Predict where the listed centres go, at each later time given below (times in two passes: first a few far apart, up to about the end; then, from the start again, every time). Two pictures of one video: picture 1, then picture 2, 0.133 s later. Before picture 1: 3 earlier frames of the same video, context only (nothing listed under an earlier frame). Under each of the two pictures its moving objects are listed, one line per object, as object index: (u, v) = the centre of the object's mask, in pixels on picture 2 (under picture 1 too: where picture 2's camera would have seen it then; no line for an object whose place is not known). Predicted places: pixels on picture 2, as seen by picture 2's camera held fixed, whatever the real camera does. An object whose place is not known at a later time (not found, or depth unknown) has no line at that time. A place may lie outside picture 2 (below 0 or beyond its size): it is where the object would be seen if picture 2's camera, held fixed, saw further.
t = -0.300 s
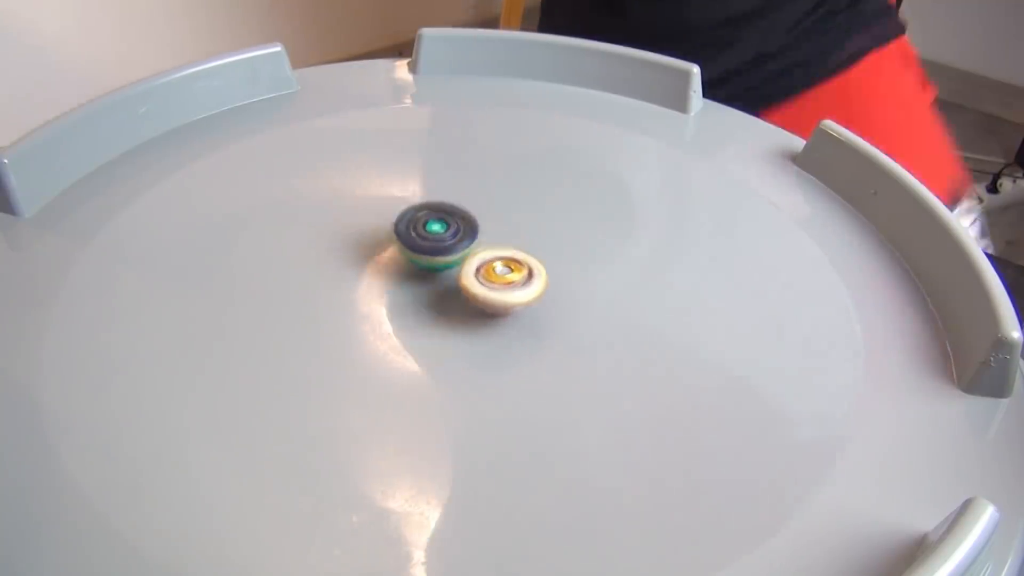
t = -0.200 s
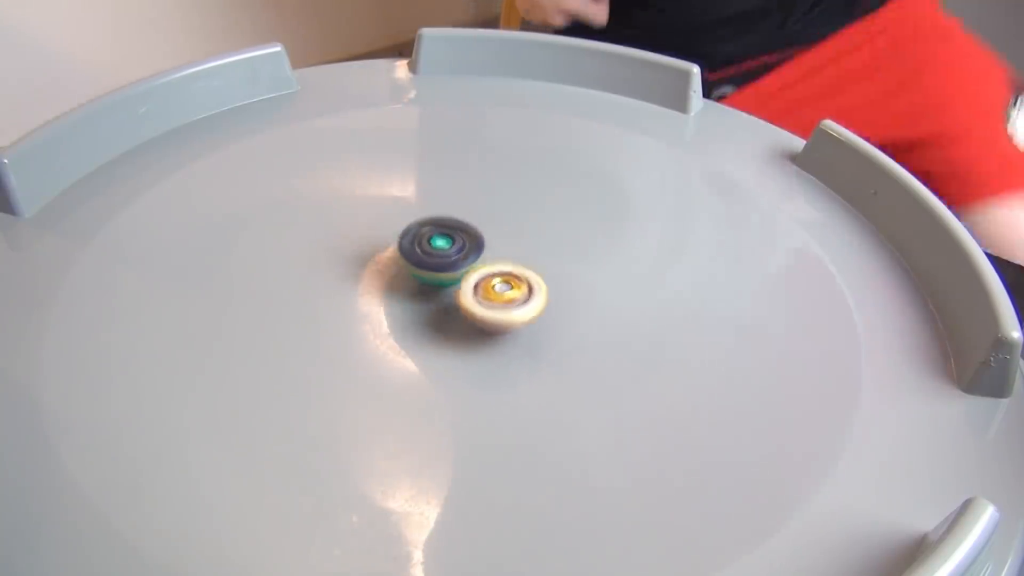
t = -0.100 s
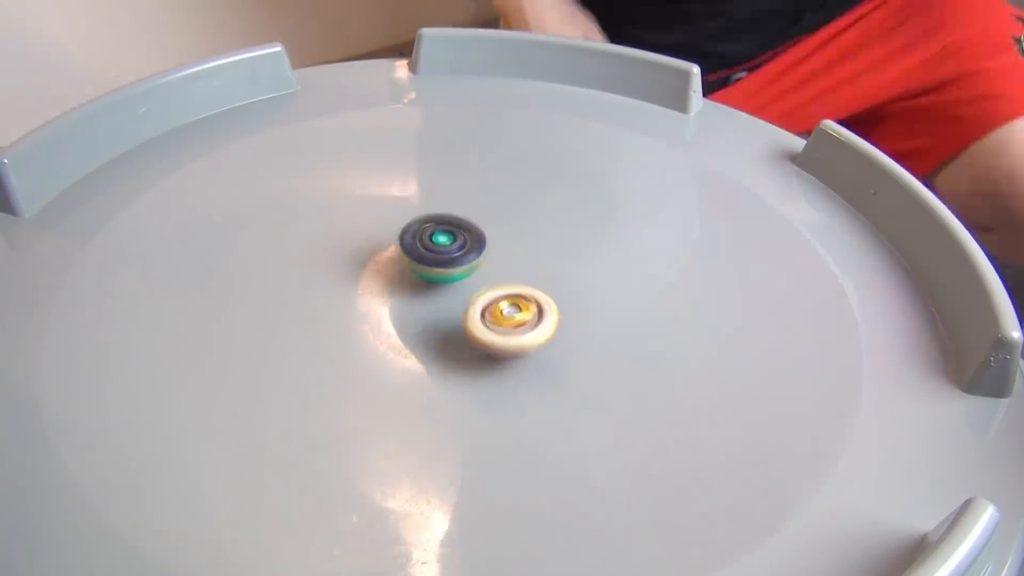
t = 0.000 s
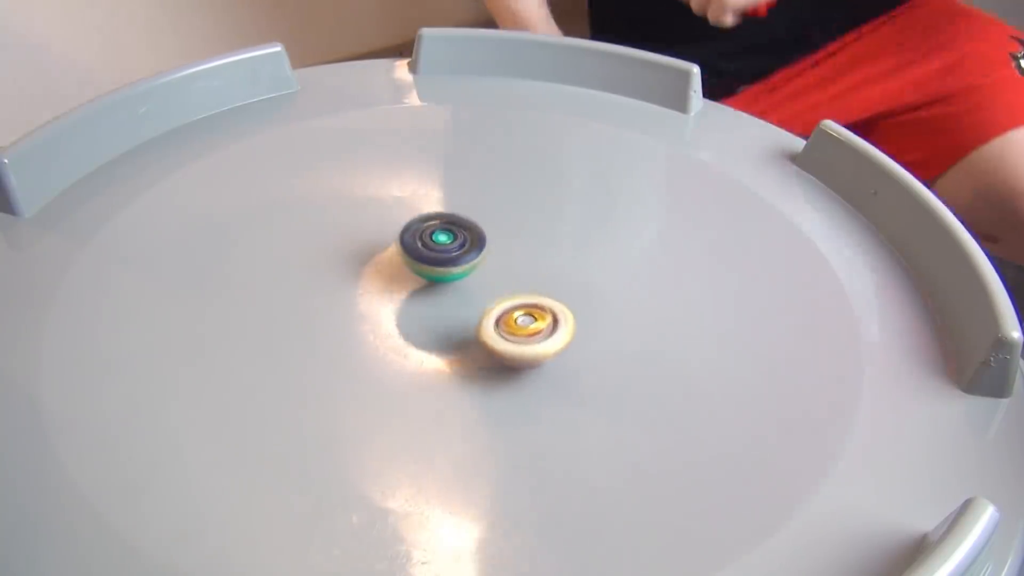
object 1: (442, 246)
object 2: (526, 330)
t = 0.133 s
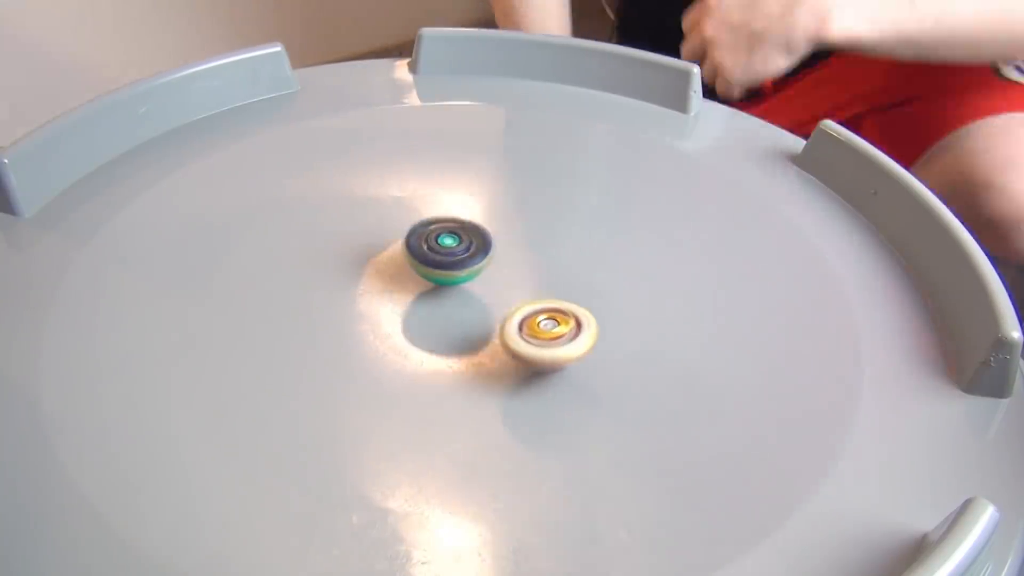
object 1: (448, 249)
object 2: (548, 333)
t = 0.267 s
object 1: (466, 253)
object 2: (563, 336)
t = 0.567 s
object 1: (495, 250)
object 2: (555, 332)
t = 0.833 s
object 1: (489, 262)
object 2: (522, 323)
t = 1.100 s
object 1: (460, 241)
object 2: (493, 335)
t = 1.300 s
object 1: (430, 259)
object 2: (484, 325)
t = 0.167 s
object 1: (452, 250)
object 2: (555, 334)
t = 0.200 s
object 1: (456, 252)
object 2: (559, 335)
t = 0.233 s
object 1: (460, 252)
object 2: (560, 335)
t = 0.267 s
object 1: (466, 253)
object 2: (563, 336)
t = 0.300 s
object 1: (473, 253)
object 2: (564, 336)
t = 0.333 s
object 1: (476, 253)
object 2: (564, 337)
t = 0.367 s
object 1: (482, 253)
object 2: (564, 337)
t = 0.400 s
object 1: (487, 253)
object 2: (563, 336)
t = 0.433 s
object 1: (489, 252)
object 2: (563, 336)
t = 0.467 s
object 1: (492, 251)
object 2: (561, 335)
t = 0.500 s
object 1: (494, 251)
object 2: (559, 333)
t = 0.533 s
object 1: (494, 250)
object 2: (558, 333)
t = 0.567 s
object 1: (495, 250)
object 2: (555, 332)
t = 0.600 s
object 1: (494, 250)
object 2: (552, 331)
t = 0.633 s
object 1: (493, 251)
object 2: (550, 330)
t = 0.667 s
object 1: (492, 252)
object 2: (546, 329)
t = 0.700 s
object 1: (491, 254)
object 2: (542, 328)
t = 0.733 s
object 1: (490, 255)
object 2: (539, 327)
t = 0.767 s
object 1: (490, 258)
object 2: (533, 325)
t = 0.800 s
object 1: (490, 261)
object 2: (525, 323)
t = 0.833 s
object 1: (489, 262)
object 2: (522, 323)
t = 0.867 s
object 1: (491, 262)
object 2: (515, 325)
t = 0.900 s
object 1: (489, 259)
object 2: (510, 330)
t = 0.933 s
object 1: (488, 256)
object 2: (507, 332)
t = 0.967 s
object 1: (485, 252)
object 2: (504, 335)
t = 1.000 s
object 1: (480, 247)
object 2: (500, 336)
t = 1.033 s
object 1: (476, 246)
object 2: (498, 336)
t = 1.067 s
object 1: (469, 243)
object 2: (495, 336)
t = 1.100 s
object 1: (460, 241)
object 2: (493, 335)
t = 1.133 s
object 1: (455, 241)
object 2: (492, 335)
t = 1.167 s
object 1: (447, 243)
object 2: (490, 334)
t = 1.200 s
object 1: (439, 246)
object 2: (489, 332)
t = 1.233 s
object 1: (436, 248)
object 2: (487, 331)
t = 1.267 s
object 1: (432, 253)
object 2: (486, 328)
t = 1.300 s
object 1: (430, 259)
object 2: (484, 325)
